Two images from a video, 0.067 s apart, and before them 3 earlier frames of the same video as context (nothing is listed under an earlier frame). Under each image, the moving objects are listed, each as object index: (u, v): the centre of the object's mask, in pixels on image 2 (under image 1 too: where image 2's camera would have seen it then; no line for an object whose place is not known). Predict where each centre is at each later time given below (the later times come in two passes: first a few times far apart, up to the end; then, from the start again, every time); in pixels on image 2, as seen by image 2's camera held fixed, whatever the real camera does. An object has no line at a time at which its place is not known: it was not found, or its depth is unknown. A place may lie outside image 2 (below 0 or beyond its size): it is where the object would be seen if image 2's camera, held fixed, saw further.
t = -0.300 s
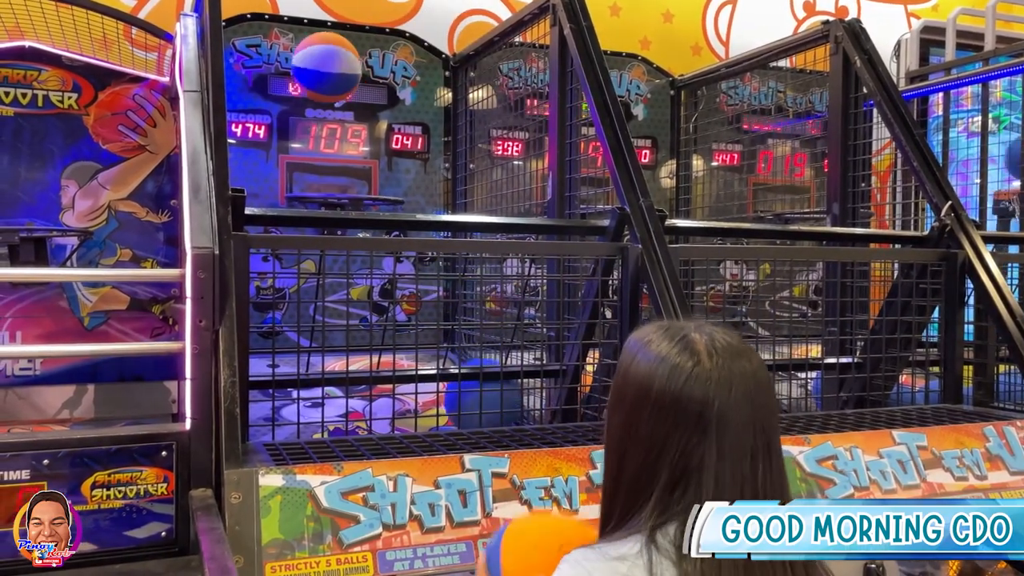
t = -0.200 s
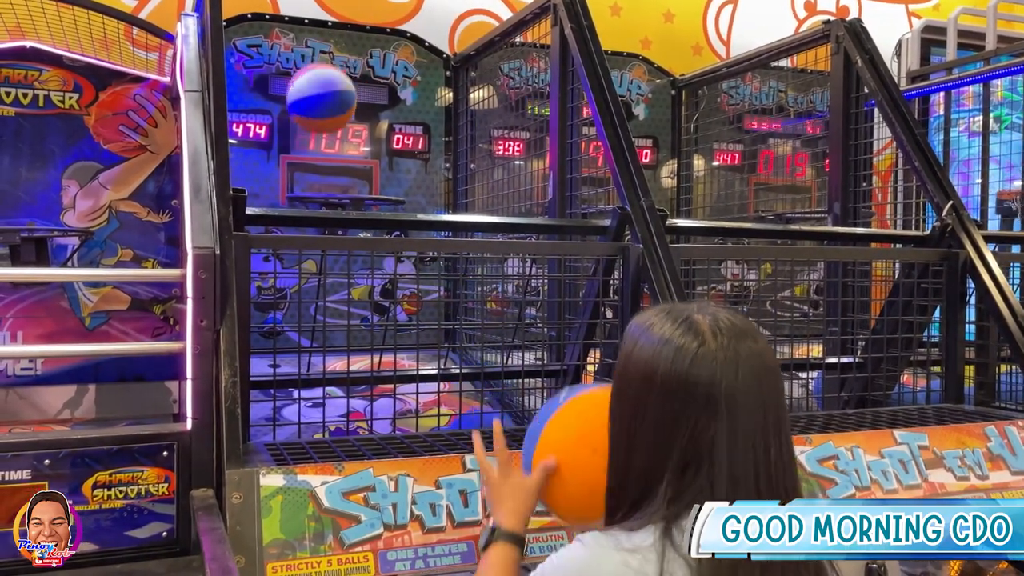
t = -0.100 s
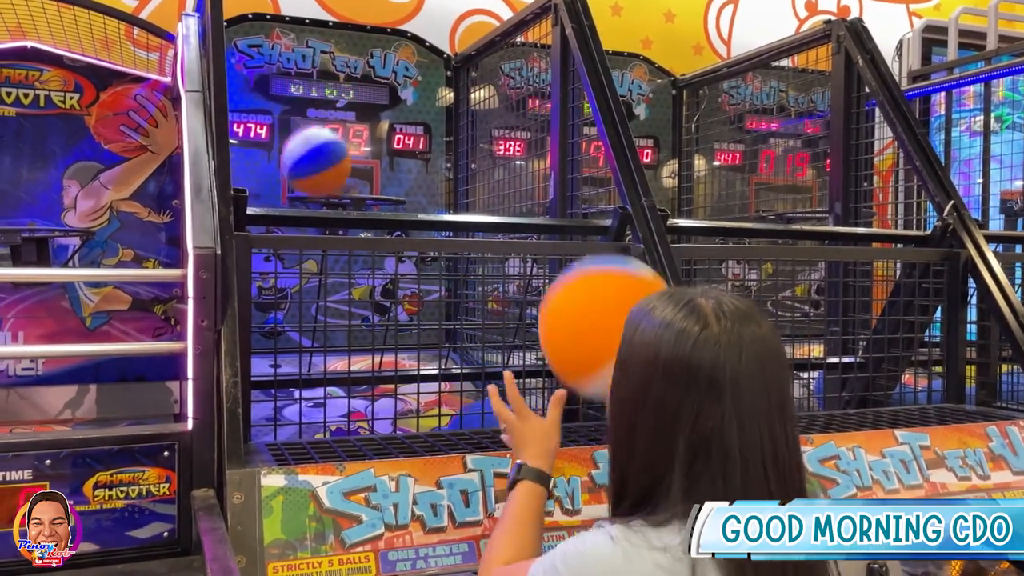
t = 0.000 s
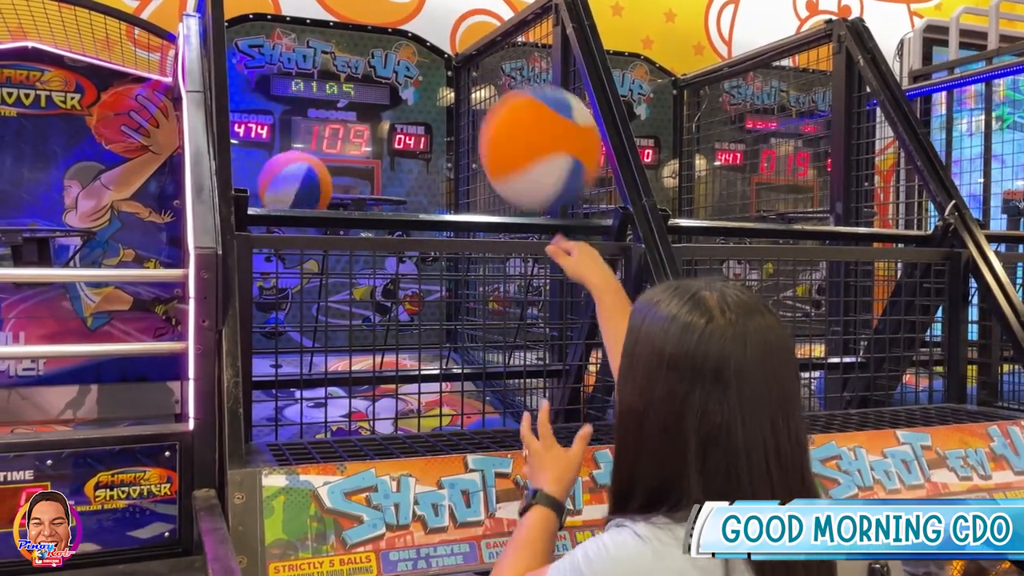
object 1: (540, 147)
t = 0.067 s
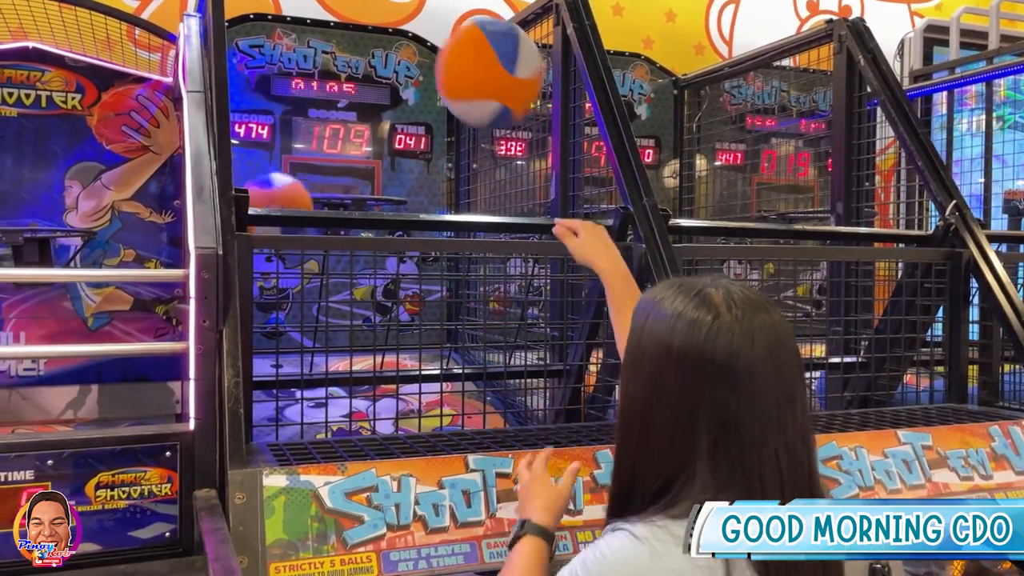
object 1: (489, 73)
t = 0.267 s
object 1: (385, 28)
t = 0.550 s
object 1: (314, 142)
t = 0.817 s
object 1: (414, 139)
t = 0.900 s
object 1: (456, 158)
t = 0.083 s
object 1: (478, 60)
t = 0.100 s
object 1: (467, 49)
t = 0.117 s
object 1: (458, 43)
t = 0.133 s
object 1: (448, 38)
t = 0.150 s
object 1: (439, 34)
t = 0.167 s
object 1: (430, 31)
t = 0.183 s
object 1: (422, 29)
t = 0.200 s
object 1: (414, 28)
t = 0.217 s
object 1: (407, 27)
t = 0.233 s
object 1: (399, 26)
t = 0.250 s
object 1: (392, 27)
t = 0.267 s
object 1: (385, 28)
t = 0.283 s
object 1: (380, 29)
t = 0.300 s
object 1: (373, 31)
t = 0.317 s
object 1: (367, 33)
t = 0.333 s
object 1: (361, 37)
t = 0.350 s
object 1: (356, 44)
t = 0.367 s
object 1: (351, 50)
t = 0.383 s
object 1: (346, 57)
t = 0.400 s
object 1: (342, 65)
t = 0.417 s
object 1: (337, 74)
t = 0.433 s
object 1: (332, 82)
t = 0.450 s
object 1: (327, 91)
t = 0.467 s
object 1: (323, 101)
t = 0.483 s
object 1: (318, 112)
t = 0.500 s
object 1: (314, 124)
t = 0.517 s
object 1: (314, 130)
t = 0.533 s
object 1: (314, 136)
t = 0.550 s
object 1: (314, 142)
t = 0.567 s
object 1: (314, 151)
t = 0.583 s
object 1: (316, 159)
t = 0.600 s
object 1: (316, 166)
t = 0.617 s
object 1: (317, 172)
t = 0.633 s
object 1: (324, 168)
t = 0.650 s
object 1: (332, 163)
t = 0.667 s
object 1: (341, 157)
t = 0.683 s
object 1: (349, 153)
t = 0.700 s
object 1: (357, 147)
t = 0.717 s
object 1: (365, 144)
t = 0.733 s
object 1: (373, 141)
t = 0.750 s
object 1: (381, 139)
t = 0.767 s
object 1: (389, 138)
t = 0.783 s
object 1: (398, 138)
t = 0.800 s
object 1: (406, 138)
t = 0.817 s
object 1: (414, 139)
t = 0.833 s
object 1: (422, 141)
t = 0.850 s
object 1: (430, 144)
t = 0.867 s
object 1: (439, 147)
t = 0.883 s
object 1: (447, 152)
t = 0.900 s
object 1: (456, 158)
